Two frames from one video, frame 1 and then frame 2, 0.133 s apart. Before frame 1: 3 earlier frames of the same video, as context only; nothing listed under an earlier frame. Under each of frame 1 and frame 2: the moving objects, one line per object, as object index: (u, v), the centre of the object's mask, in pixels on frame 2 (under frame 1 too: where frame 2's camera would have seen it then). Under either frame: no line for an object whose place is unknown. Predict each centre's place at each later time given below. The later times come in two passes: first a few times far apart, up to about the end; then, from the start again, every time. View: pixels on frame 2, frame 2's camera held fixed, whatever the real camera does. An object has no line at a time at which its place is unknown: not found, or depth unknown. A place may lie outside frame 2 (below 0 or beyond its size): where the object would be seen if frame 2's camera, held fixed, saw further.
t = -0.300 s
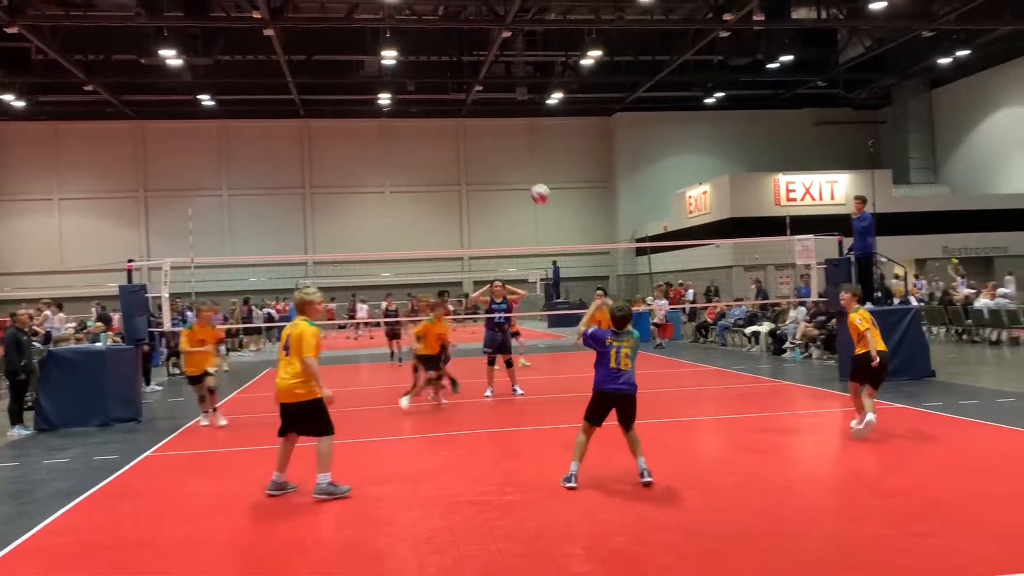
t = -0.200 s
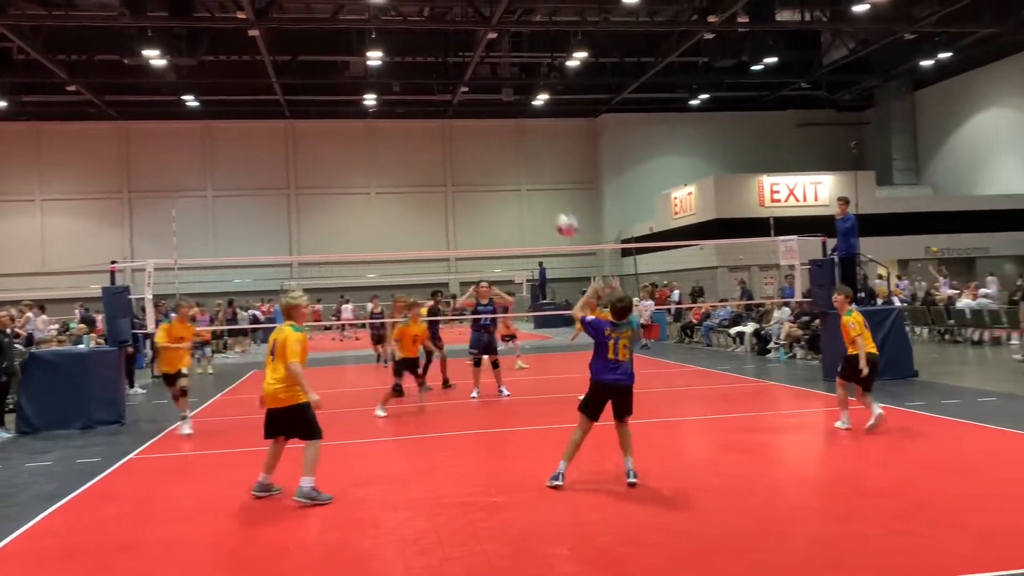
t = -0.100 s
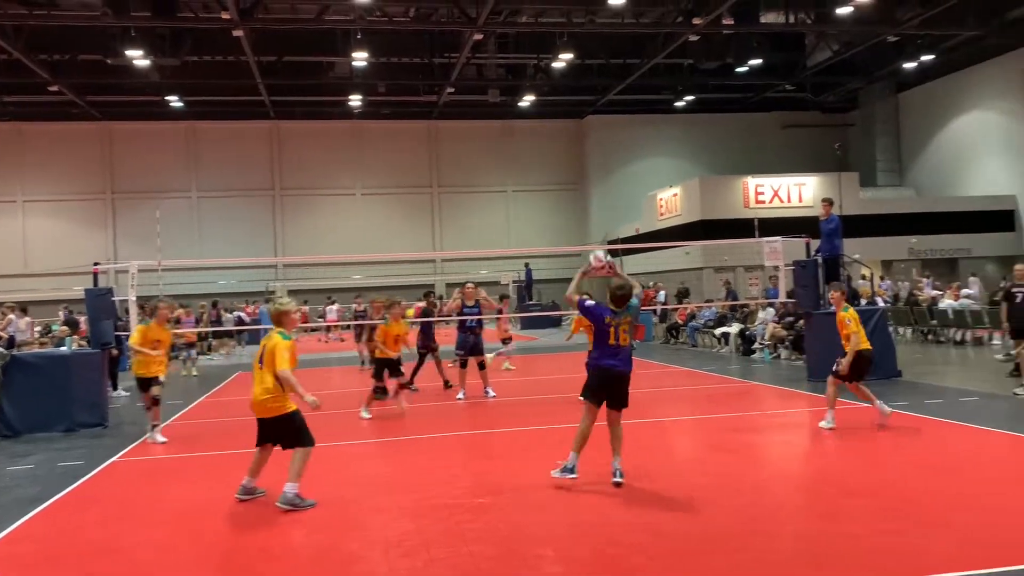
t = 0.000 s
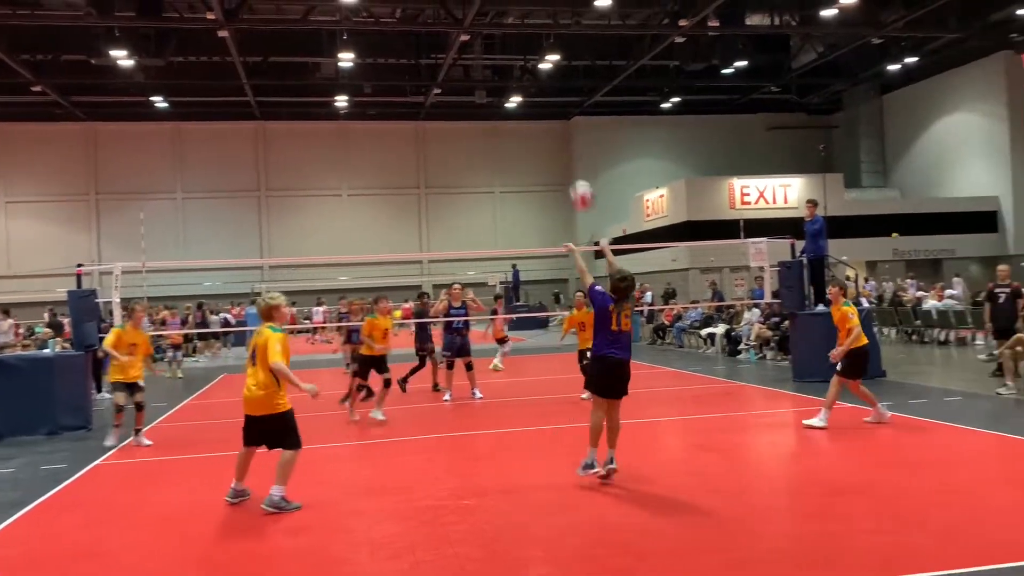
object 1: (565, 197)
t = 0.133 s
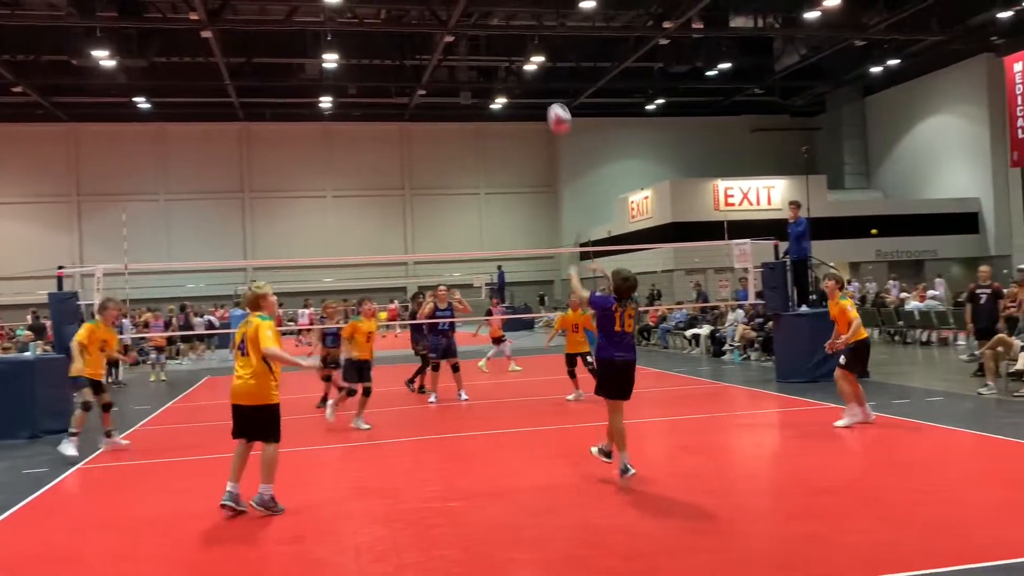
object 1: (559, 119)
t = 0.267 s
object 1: (551, 63)
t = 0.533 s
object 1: (542, 14)
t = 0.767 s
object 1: (537, 34)
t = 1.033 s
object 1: (536, 121)
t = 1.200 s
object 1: (538, 203)
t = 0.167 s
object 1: (556, 102)
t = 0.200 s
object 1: (555, 88)
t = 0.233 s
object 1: (553, 75)
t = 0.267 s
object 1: (551, 63)
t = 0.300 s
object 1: (550, 52)
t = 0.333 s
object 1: (548, 43)
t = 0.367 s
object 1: (547, 35)
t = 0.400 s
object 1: (546, 29)
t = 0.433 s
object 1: (544, 23)
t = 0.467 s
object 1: (543, 19)
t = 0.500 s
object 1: (542, 16)
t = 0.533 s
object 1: (542, 14)
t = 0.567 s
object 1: (541, 14)
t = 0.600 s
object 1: (540, 14)
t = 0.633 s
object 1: (539, 16)
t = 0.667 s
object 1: (539, 19)
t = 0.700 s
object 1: (538, 23)
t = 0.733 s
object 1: (538, 28)
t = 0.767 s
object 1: (537, 34)
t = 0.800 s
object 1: (537, 42)
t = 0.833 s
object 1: (537, 50)
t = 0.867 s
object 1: (537, 59)
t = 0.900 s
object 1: (537, 69)
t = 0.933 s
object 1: (536, 82)
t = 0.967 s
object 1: (536, 93)
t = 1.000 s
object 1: (536, 106)
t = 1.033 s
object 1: (536, 121)
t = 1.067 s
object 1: (537, 135)
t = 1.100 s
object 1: (537, 151)
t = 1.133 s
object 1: (537, 168)
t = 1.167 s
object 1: (537, 185)
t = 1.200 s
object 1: (538, 203)
